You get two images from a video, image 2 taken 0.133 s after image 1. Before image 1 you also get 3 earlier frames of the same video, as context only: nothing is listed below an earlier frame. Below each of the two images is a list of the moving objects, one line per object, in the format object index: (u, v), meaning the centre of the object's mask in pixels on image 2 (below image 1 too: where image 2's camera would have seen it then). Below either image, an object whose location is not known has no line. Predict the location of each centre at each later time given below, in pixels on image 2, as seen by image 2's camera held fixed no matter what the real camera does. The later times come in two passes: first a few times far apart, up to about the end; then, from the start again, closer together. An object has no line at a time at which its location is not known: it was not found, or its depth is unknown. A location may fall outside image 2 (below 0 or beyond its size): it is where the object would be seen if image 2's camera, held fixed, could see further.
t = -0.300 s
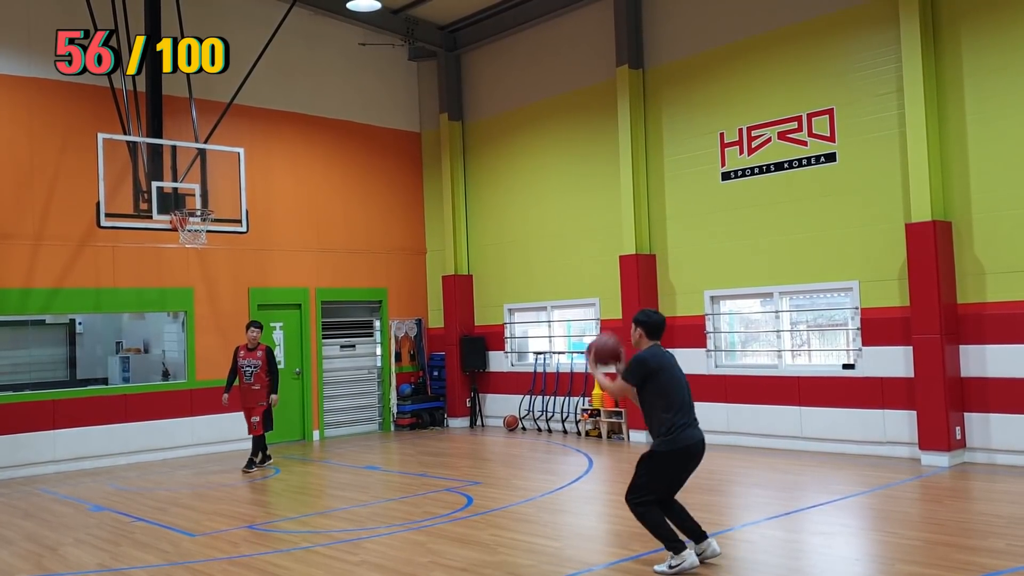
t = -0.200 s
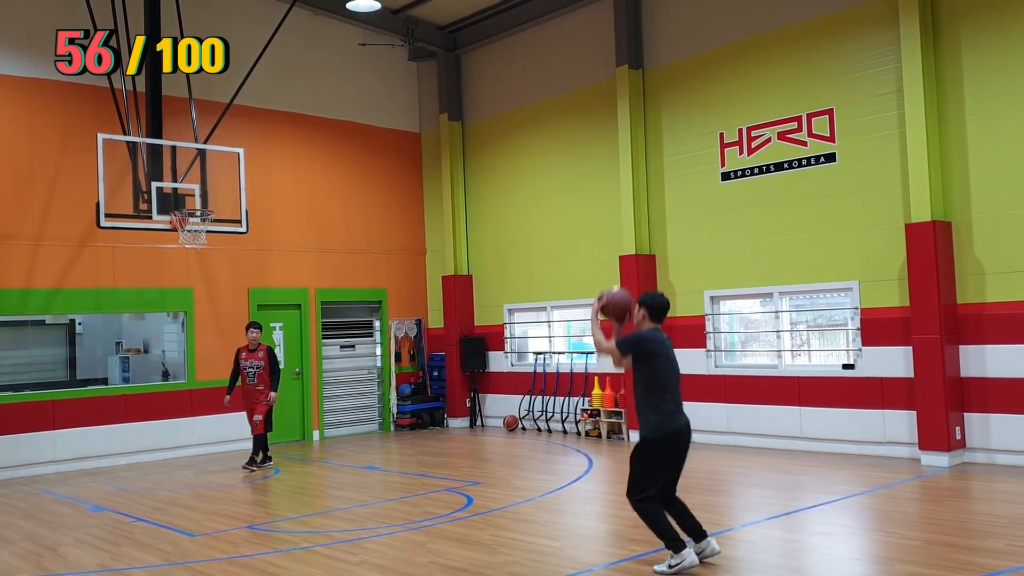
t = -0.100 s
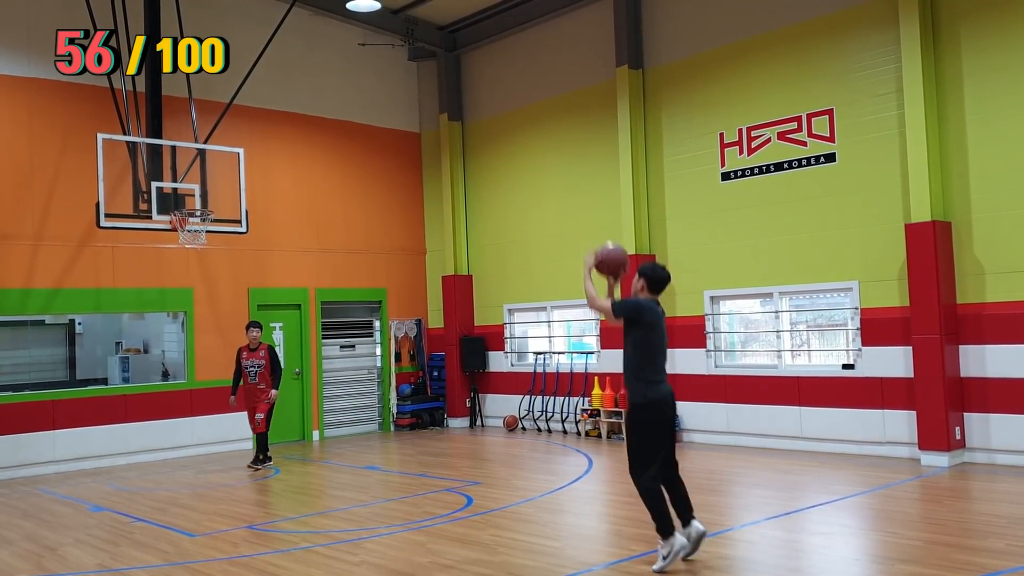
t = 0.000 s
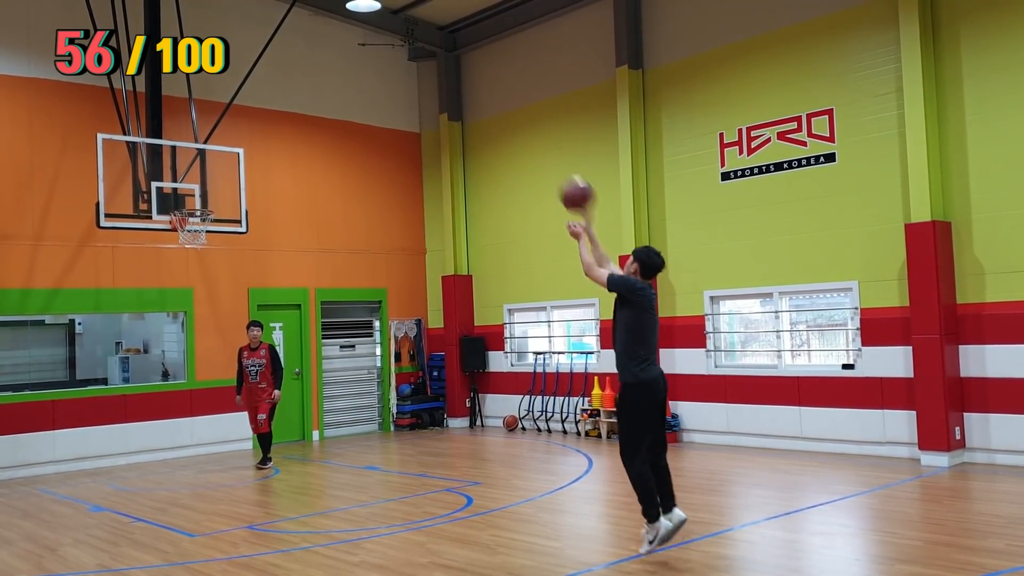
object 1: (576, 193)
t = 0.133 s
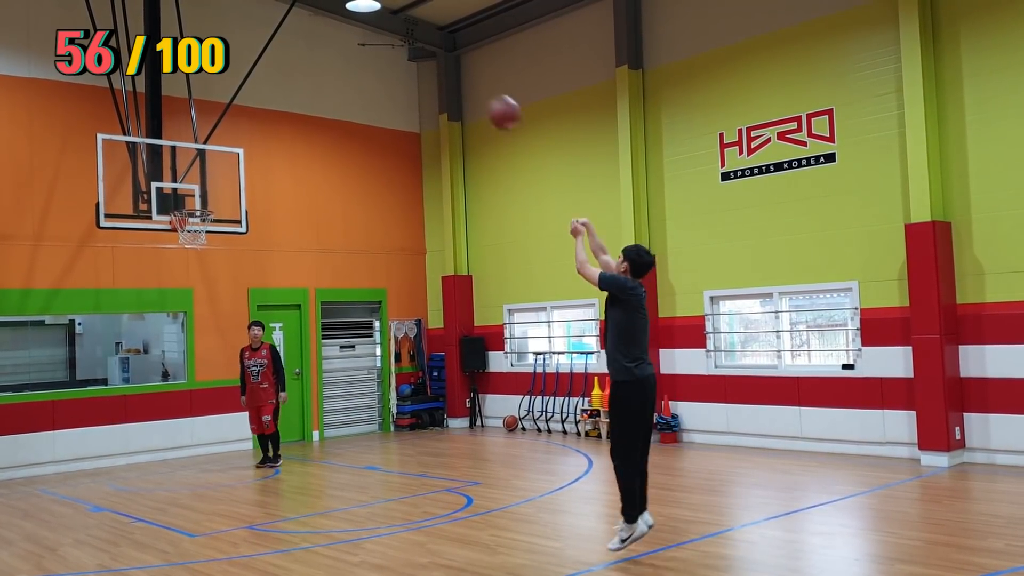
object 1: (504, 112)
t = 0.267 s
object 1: (444, 62)
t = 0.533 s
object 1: (345, 33)
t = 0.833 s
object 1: (262, 84)
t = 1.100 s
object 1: (204, 185)
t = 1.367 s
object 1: (193, 253)
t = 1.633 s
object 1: (208, 343)
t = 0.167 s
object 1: (488, 96)
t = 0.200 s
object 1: (472, 83)
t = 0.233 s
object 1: (458, 72)
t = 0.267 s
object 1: (444, 62)
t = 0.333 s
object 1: (416, 47)
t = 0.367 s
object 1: (404, 41)
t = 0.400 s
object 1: (391, 36)
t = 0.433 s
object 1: (379, 34)
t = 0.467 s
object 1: (367, 33)
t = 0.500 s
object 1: (356, 32)
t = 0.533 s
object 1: (345, 33)
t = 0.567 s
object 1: (335, 34)
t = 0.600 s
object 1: (324, 38)
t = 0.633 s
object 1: (314, 41)
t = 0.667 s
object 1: (305, 46)
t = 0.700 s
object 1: (295, 52)
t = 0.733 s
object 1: (287, 59)
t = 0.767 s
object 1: (278, 66)
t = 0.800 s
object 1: (270, 75)
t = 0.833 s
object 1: (262, 84)
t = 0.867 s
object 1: (254, 94)
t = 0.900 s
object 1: (247, 105)
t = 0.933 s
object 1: (238, 116)
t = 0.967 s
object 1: (231, 128)
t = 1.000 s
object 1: (225, 141)
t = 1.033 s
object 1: (217, 156)
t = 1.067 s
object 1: (210, 170)
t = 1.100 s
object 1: (204, 185)
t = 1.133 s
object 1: (197, 200)
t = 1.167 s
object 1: (191, 211)
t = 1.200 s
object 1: (187, 220)
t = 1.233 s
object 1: (187, 230)
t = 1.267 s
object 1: (188, 237)
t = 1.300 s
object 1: (189, 239)
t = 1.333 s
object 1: (191, 245)
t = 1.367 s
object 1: (193, 253)
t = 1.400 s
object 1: (195, 261)
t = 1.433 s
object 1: (196, 270)
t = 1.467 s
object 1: (198, 279)
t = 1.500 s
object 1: (200, 290)
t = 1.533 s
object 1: (202, 302)
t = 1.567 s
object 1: (204, 315)
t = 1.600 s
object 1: (206, 329)
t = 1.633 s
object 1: (208, 343)
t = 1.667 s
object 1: (210, 359)
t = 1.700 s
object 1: (212, 375)
